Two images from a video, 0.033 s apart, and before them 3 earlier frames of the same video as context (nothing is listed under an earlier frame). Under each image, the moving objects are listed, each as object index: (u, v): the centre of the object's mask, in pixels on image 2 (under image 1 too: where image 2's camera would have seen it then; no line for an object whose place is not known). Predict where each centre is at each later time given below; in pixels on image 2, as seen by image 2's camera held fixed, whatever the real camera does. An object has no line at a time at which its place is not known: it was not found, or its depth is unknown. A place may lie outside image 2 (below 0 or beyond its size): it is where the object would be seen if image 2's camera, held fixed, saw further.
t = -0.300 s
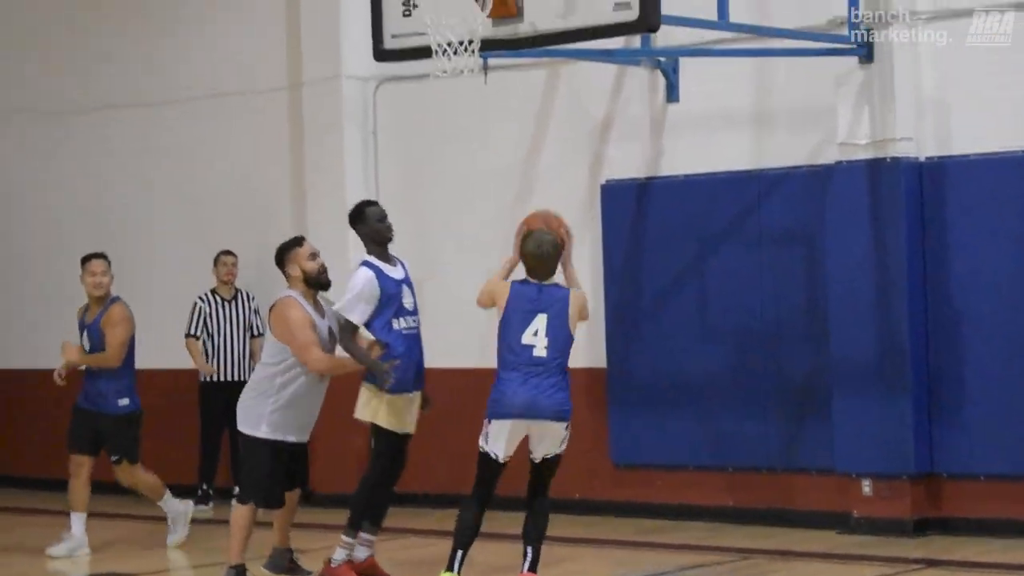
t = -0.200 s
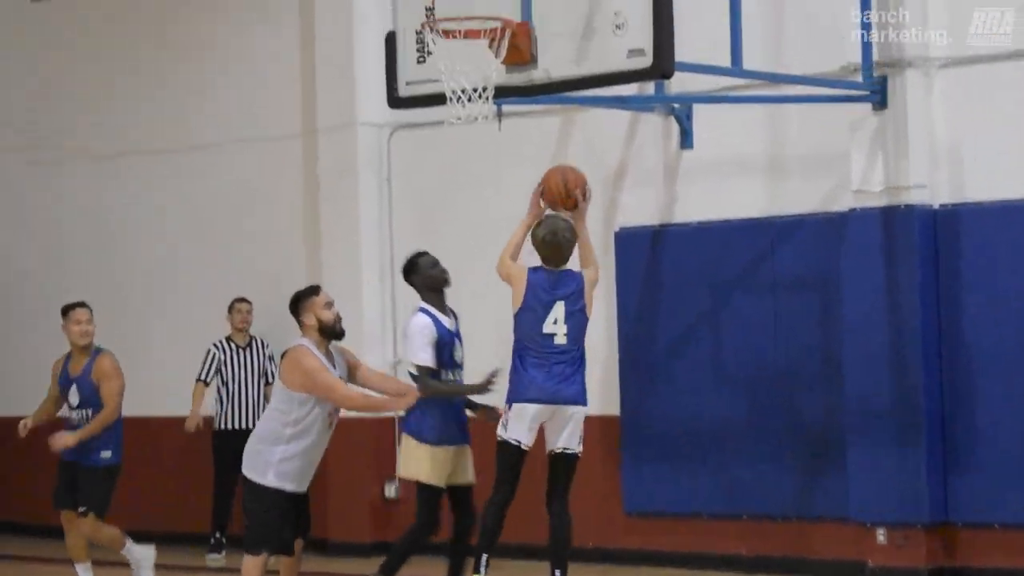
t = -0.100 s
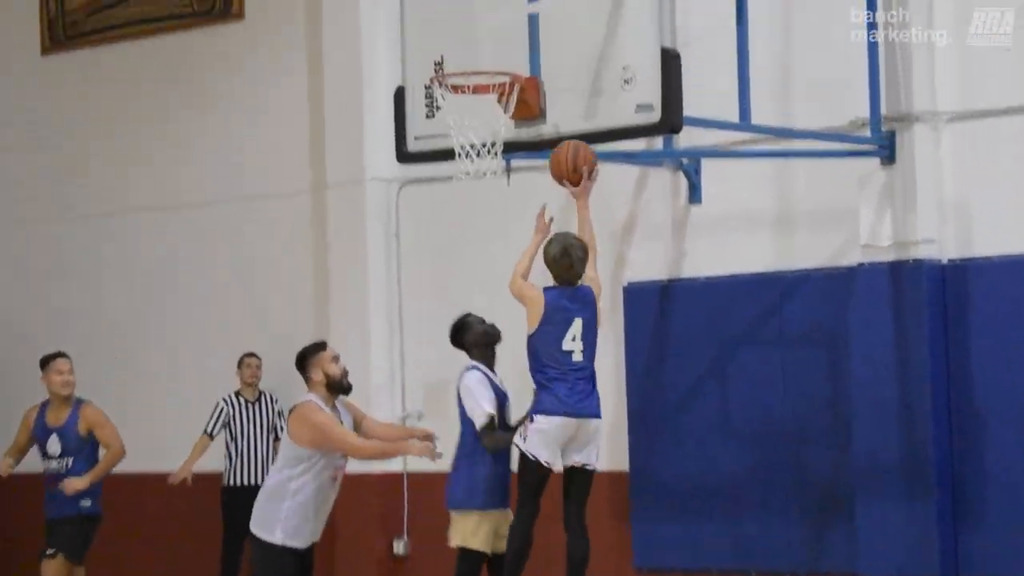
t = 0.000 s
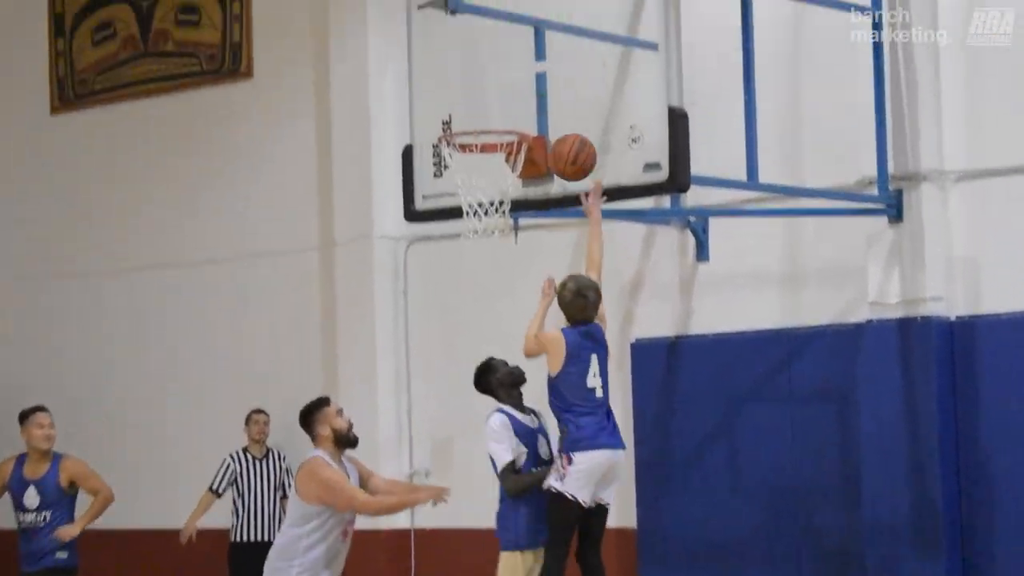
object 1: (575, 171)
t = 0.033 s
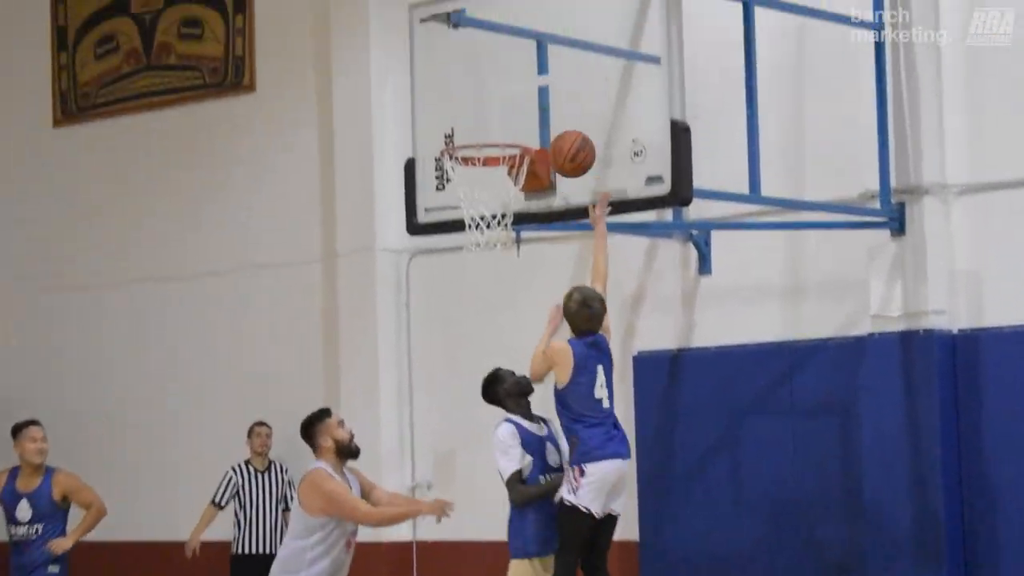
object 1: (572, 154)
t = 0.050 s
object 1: (570, 146)
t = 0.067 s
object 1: (569, 139)
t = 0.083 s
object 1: (567, 133)
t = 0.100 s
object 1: (566, 128)
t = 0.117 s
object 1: (564, 122)
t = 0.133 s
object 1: (563, 118)
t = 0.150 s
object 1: (562, 114)
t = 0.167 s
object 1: (561, 111)
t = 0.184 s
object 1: (559, 108)
